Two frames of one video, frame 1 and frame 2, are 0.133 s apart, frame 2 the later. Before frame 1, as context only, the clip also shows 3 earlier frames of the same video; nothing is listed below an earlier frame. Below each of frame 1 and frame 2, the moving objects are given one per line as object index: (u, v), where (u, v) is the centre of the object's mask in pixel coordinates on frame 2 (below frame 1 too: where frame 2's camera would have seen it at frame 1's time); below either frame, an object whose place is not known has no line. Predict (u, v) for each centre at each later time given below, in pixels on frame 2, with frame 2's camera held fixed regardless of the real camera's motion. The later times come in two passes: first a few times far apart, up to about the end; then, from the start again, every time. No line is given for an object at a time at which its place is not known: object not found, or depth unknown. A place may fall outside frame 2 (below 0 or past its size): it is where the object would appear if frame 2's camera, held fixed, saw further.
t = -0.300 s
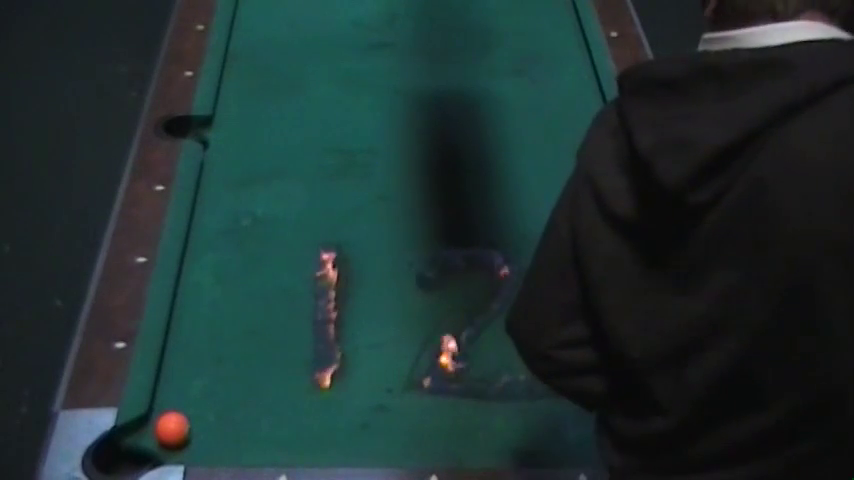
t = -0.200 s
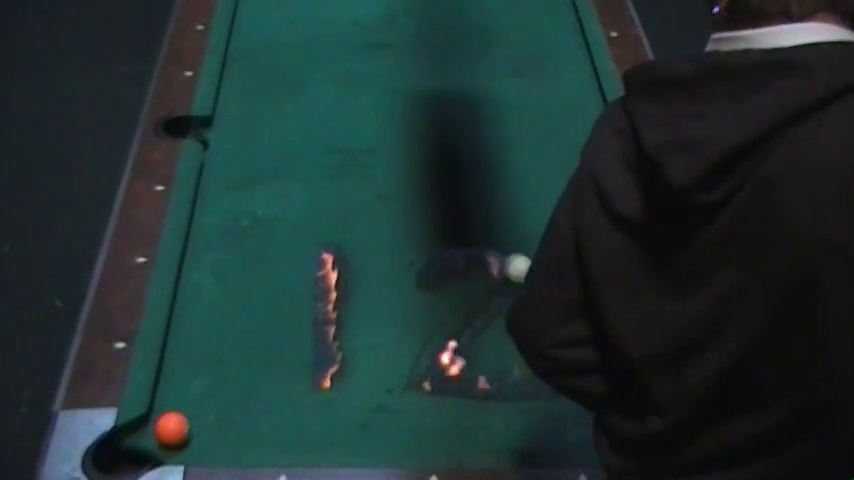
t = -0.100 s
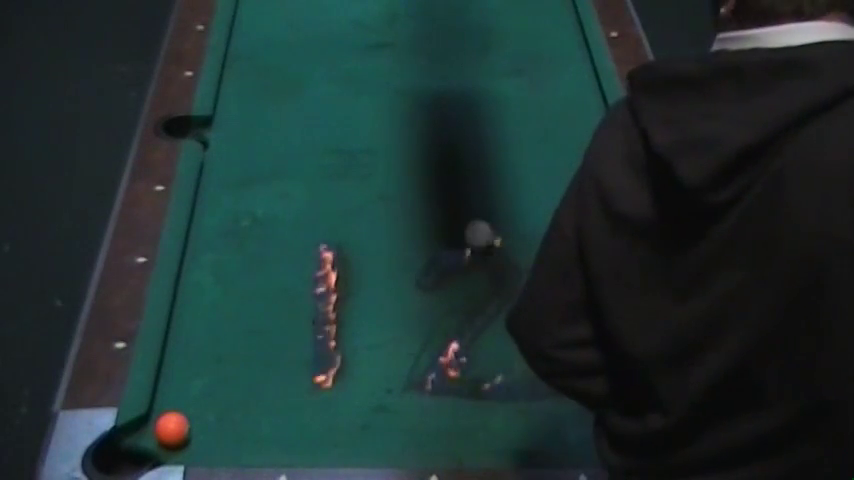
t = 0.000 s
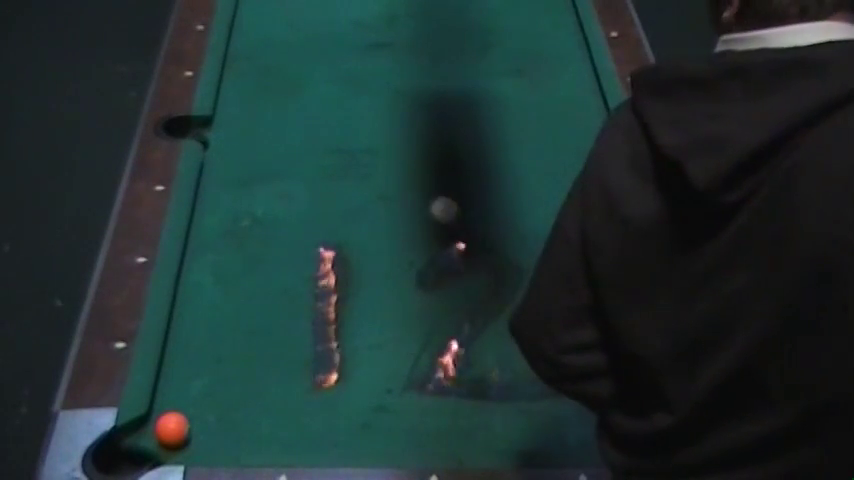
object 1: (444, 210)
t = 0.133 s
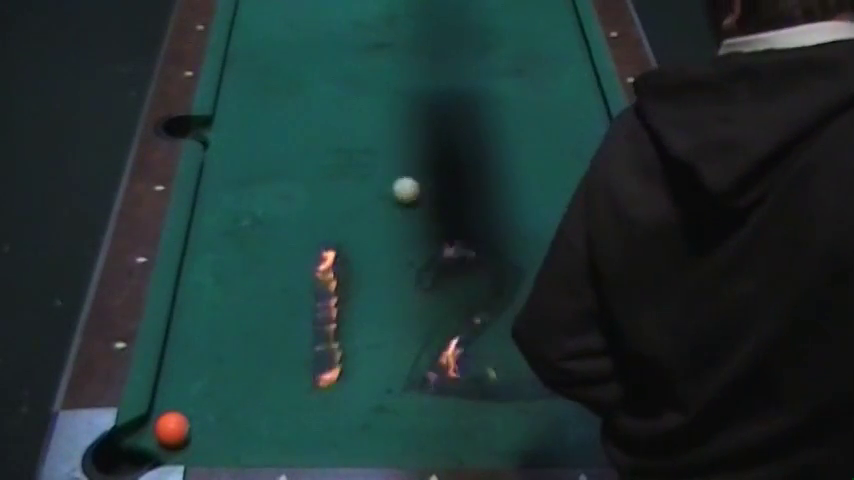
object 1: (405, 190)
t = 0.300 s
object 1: (370, 185)
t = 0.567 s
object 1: (332, 217)
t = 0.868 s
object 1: (290, 268)
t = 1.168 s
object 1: (245, 323)
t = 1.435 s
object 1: (203, 372)
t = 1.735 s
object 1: (168, 410)
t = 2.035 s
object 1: (184, 419)
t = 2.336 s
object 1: (192, 427)
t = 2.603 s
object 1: (190, 433)
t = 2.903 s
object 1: (188, 434)
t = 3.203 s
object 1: (187, 435)
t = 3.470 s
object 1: (186, 435)
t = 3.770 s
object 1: (186, 435)
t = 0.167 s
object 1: (398, 188)
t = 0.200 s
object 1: (390, 186)
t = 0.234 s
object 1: (383, 185)
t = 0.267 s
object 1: (377, 185)
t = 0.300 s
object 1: (370, 185)
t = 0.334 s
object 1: (364, 186)
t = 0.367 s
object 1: (359, 189)
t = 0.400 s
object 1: (354, 192)
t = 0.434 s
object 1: (349, 196)
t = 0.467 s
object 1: (345, 200)
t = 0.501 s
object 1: (340, 206)
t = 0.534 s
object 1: (336, 211)
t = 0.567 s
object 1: (332, 217)
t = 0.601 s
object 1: (327, 222)
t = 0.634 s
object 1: (323, 228)
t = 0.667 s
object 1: (317, 233)
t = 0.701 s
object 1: (313, 239)
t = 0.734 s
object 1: (308, 245)
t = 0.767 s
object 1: (304, 250)
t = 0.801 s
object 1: (299, 256)
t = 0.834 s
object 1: (295, 262)
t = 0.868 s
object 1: (290, 268)
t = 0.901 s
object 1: (285, 274)
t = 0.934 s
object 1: (280, 280)
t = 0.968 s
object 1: (275, 286)
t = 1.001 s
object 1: (270, 292)
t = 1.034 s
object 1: (266, 297)
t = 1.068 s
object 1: (260, 304)
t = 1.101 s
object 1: (255, 310)
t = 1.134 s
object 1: (250, 316)
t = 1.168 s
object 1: (245, 323)
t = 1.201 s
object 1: (240, 328)
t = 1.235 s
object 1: (235, 335)
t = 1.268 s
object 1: (230, 341)
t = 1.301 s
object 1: (225, 347)
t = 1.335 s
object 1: (219, 354)
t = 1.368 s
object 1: (214, 360)
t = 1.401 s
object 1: (209, 366)
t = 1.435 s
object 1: (203, 372)
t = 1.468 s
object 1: (197, 379)
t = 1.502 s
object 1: (192, 385)
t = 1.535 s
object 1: (186, 392)
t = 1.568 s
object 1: (181, 397)
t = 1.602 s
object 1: (175, 402)
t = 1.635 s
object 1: (170, 403)
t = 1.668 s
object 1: (165, 406)
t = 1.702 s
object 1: (166, 407)
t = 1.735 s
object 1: (168, 410)
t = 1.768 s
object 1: (170, 410)
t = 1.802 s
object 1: (172, 412)
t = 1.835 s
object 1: (174, 412)
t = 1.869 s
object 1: (176, 414)
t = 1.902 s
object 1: (178, 415)
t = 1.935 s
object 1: (179, 416)
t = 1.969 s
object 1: (181, 417)
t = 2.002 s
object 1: (182, 418)
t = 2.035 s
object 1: (184, 419)
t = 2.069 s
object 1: (185, 420)
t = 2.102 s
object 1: (186, 421)
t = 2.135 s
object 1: (187, 422)
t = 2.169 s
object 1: (189, 422)
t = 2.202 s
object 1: (190, 424)
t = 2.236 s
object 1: (191, 424)
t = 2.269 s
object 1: (192, 426)
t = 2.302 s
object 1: (192, 426)
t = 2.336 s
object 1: (192, 427)
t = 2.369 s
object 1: (192, 428)
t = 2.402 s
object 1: (193, 429)
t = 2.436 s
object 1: (193, 430)
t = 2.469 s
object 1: (192, 431)
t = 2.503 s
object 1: (192, 431)
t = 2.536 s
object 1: (191, 432)
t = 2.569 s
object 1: (191, 432)
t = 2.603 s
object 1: (190, 433)
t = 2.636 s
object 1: (190, 433)
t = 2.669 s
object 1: (189, 433)
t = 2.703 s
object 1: (189, 433)
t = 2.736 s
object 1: (189, 433)
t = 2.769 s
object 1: (189, 433)
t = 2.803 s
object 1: (188, 434)
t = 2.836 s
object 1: (189, 434)
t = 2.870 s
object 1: (188, 434)
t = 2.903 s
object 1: (188, 434)
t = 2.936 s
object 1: (188, 434)
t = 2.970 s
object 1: (188, 435)
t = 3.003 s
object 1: (187, 434)
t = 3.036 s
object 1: (187, 435)
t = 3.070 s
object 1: (187, 435)
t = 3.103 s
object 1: (187, 435)
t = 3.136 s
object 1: (187, 435)
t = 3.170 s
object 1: (186, 435)
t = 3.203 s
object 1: (187, 435)
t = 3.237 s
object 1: (186, 435)
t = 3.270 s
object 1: (186, 435)
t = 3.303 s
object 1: (187, 435)
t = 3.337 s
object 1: (186, 435)
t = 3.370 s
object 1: (187, 435)
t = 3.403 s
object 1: (187, 435)
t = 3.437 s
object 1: (187, 435)
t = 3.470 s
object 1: (186, 435)
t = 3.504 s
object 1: (187, 435)
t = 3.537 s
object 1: (186, 435)
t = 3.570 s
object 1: (187, 434)
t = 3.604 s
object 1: (186, 435)
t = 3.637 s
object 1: (186, 435)
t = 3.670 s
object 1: (186, 435)
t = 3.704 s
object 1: (186, 435)
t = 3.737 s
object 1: (187, 435)
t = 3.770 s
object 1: (186, 435)
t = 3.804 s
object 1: (187, 435)
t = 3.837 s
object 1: (187, 435)
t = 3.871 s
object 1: (186, 435)
